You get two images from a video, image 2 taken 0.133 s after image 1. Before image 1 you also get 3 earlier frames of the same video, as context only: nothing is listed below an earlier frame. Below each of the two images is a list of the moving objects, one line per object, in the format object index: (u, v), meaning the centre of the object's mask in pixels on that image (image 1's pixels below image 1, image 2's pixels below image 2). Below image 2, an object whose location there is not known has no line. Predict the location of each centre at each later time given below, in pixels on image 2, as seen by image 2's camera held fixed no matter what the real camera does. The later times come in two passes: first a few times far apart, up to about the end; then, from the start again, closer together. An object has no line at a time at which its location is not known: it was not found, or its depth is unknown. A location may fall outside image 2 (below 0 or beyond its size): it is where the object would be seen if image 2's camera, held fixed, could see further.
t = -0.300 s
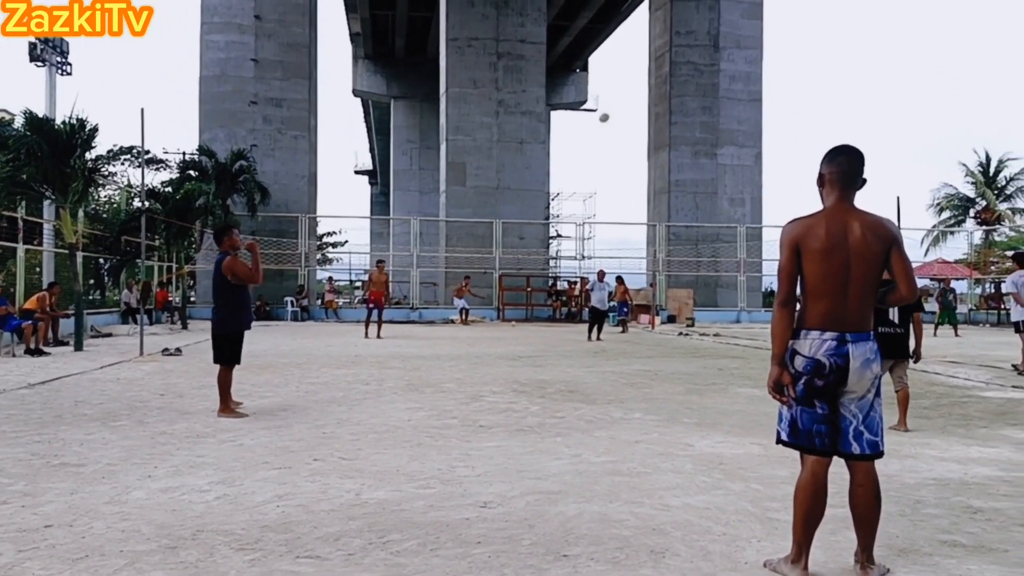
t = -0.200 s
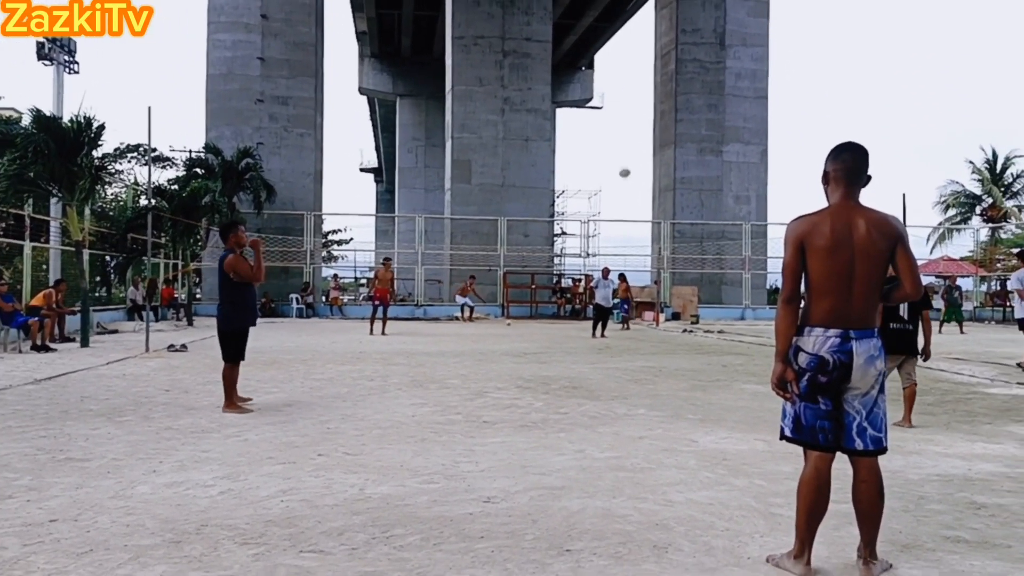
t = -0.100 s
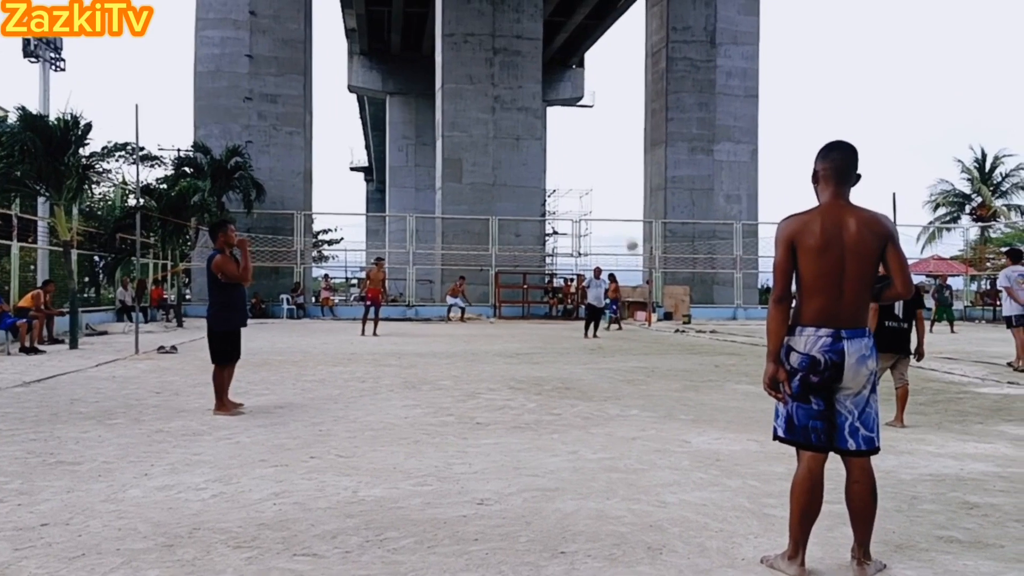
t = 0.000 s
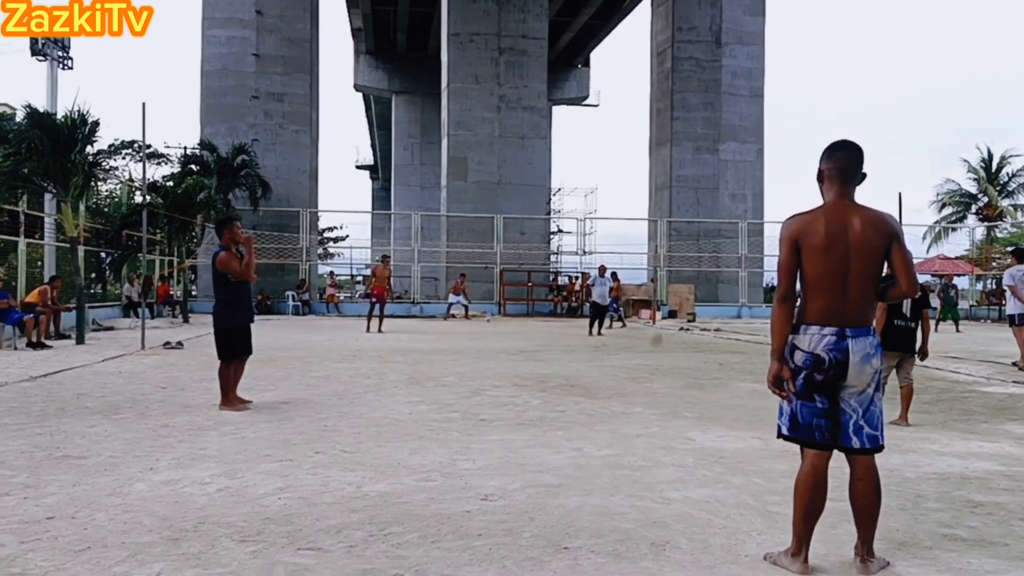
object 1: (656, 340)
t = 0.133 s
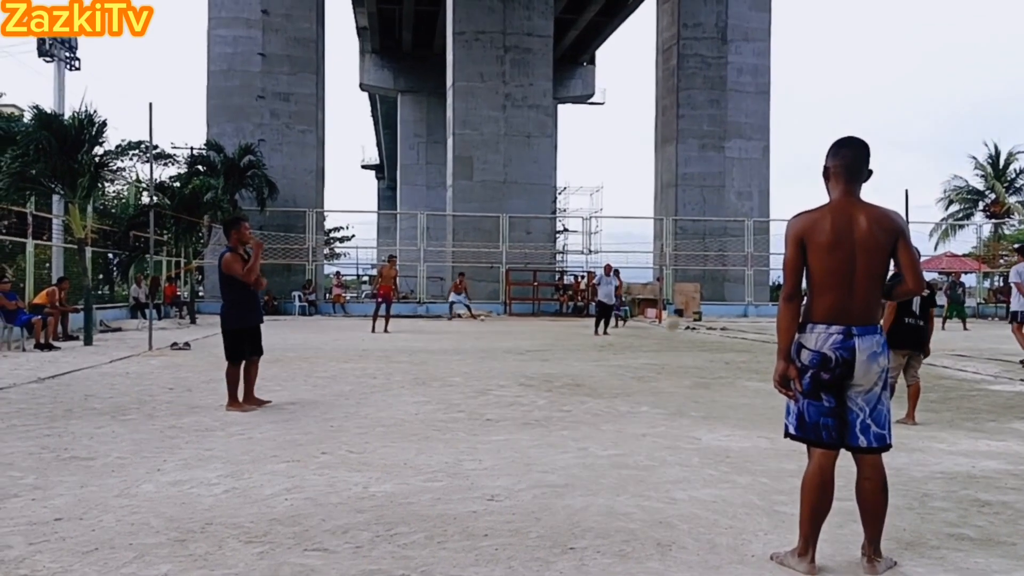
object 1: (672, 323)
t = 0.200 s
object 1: (675, 277)
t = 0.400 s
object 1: (679, 158)
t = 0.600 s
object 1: (684, 65)
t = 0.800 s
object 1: (689, 5)
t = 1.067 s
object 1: (691, 1)
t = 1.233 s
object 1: (694, 40)
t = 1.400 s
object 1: (695, 148)
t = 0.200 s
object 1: (675, 277)
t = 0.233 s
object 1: (675, 257)
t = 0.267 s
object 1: (677, 236)
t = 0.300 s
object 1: (677, 215)
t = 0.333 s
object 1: (677, 195)
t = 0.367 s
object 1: (679, 177)
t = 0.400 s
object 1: (679, 158)
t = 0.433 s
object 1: (680, 141)
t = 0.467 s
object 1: (681, 125)
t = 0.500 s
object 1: (683, 108)
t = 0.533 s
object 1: (683, 93)
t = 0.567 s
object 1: (684, 78)
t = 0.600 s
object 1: (684, 65)
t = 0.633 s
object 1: (686, 53)
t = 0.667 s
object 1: (685, 40)
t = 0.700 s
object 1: (685, 29)
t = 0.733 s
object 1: (687, 20)
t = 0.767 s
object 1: (688, 12)
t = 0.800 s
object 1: (689, 5)
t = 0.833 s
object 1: (690, 2)
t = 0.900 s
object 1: (686, -5)
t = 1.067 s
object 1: (691, 1)
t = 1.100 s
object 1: (692, 3)
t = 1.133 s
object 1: (693, 7)
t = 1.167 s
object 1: (693, 15)
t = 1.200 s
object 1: (694, 26)
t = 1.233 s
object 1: (694, 40)
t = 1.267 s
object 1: (694, 56)
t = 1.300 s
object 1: (695, 76)
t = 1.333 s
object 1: (695, 98)
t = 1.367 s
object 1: (695, 121)
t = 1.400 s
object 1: (695, 148)
